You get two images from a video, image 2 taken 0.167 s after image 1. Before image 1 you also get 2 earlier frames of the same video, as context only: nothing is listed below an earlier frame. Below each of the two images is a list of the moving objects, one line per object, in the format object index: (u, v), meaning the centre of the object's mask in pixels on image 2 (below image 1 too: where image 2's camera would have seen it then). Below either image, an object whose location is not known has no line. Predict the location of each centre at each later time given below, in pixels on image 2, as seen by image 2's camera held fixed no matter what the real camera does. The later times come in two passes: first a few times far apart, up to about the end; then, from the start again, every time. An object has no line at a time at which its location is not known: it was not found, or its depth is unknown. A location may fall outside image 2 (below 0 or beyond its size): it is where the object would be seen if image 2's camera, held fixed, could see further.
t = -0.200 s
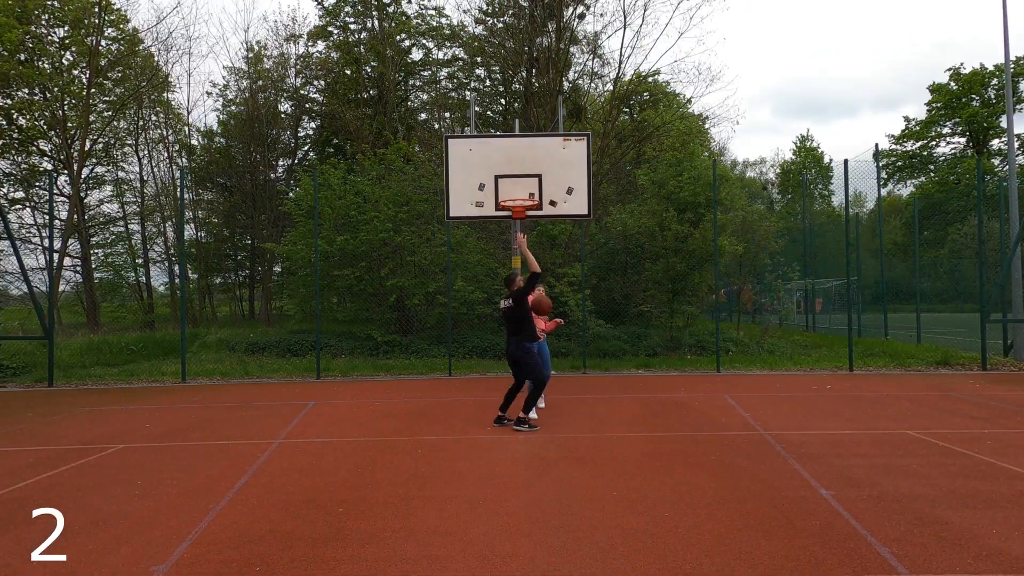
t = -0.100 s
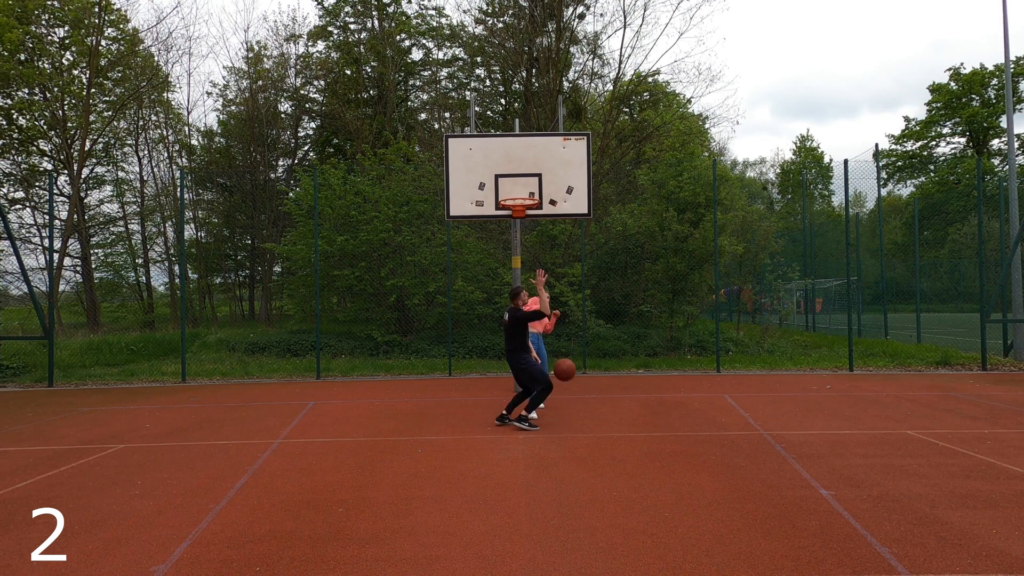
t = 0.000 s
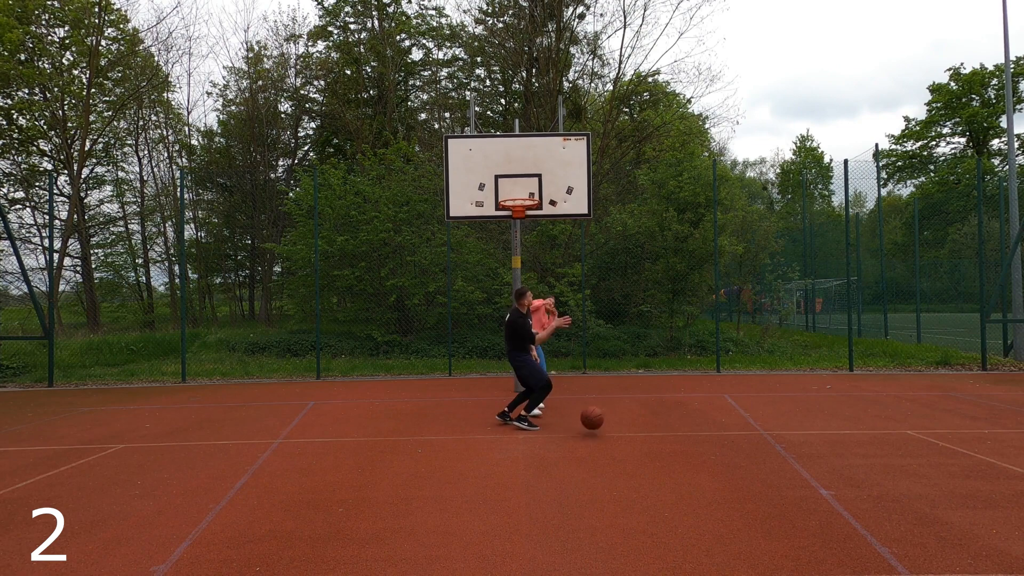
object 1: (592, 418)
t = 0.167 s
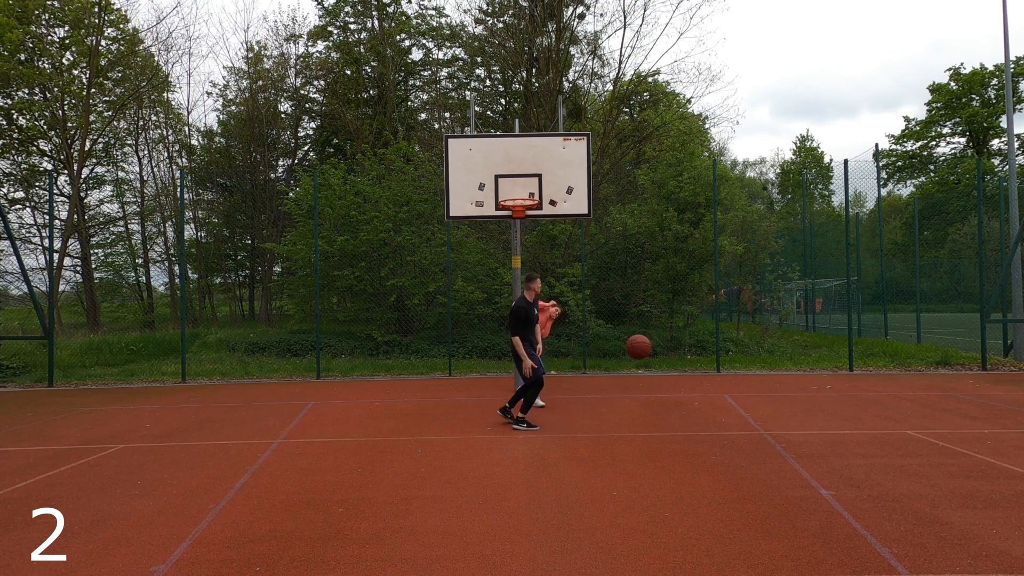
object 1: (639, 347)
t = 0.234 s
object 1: (659, 324)
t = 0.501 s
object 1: (758, 271)
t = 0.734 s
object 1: (873, 291)
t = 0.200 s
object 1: (649, 335)
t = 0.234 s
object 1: (659, 324)
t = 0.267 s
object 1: (670, 314)
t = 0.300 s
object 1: (682, 305)
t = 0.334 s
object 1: (693, 296)
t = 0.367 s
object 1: (705, 289)
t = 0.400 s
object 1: (718, 283)
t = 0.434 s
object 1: (731, 278)
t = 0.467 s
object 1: (744, 274)
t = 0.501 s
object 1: (758, 271)
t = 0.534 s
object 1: (773, 269)
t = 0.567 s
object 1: (788, 269)
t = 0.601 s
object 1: (803, 270)
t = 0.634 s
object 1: (820, 273)
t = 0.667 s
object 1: (837, 277)
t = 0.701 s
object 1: (854, 284)
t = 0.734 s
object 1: (873, 291)
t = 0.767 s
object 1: (891, 301)
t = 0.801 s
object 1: (911, 313)
